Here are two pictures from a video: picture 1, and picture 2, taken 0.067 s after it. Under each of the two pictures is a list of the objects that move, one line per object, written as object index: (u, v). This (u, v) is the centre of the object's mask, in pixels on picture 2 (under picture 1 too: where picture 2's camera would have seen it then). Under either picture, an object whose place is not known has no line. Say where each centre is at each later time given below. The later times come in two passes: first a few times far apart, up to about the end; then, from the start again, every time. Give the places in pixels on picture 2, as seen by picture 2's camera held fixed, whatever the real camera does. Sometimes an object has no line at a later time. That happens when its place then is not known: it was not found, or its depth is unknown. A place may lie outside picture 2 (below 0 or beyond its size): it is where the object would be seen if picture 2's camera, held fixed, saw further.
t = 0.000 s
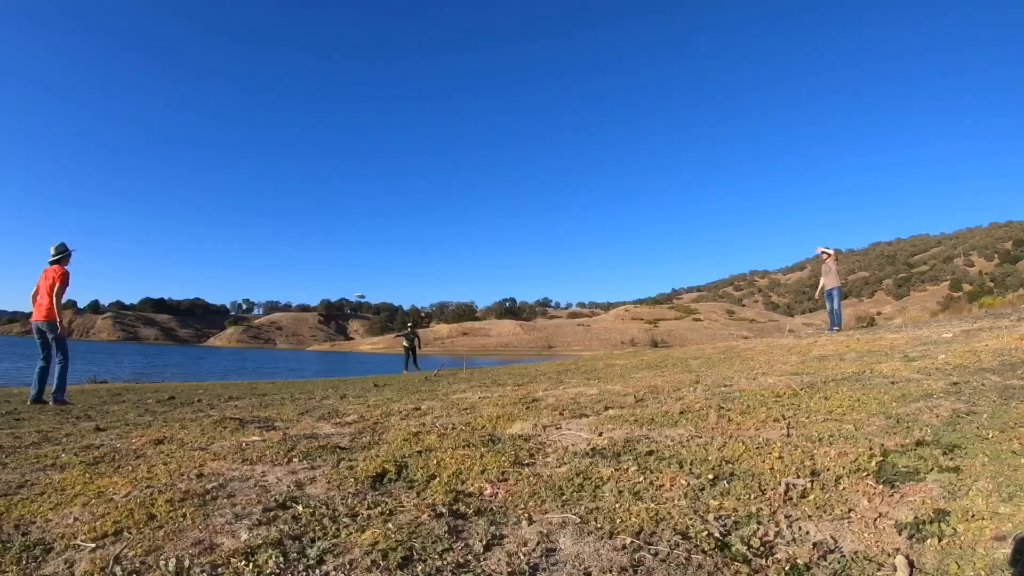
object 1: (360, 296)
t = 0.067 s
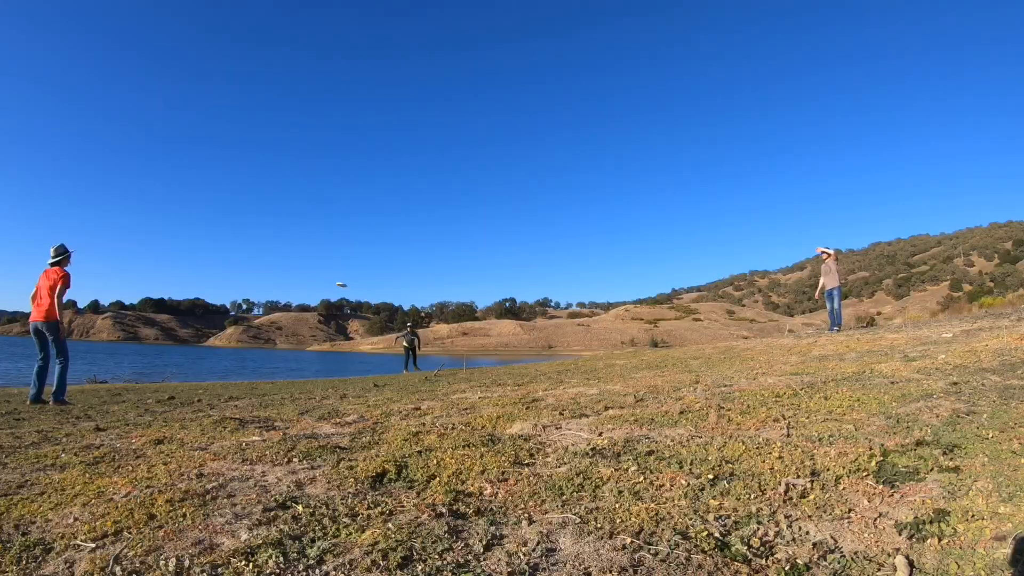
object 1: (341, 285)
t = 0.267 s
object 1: (281, 253)
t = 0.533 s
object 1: (191, 212)
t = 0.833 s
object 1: (84, 164)
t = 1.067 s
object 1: (3, 135)
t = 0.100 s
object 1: (332, 280)
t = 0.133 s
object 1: (322, 274)
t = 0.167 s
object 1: (312, 269)
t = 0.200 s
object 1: (302, 264)
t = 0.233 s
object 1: (292, 259)
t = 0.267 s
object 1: (281, 253)
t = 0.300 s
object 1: (270, 248)
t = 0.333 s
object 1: (260, 243)
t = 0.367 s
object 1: (249, 238)
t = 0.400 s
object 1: (237, 233)
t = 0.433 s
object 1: (226, 228)
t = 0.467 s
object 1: (215, 223)
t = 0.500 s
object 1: (203, 218)
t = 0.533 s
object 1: (191, 212)
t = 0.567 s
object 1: (180, 207)
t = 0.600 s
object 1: (168, 201)
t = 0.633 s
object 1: (156, 196)
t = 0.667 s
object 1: (145, 190)
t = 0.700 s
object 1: (132, 185)
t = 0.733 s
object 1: (120, 180)
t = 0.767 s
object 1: (108, 175)
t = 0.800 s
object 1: (96, 170)
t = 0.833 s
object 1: (84, 164)
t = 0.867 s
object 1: (72, 159)
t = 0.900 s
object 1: (60, 155)
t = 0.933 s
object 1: (48, 150)
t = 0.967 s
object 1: (36, 145)
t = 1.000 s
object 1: (24, 141)
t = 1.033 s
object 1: (11, 137)
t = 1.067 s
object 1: (3, 135)
